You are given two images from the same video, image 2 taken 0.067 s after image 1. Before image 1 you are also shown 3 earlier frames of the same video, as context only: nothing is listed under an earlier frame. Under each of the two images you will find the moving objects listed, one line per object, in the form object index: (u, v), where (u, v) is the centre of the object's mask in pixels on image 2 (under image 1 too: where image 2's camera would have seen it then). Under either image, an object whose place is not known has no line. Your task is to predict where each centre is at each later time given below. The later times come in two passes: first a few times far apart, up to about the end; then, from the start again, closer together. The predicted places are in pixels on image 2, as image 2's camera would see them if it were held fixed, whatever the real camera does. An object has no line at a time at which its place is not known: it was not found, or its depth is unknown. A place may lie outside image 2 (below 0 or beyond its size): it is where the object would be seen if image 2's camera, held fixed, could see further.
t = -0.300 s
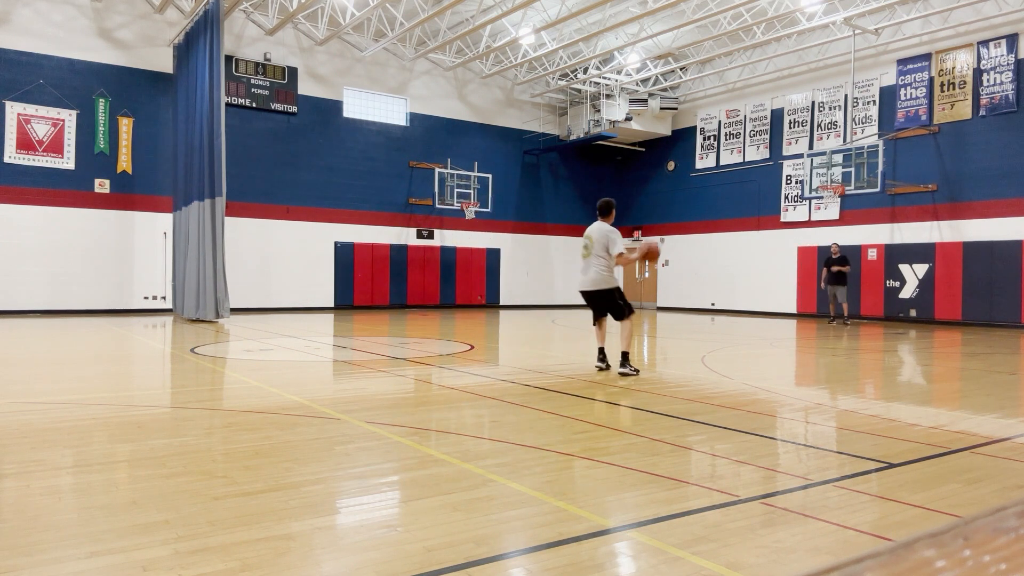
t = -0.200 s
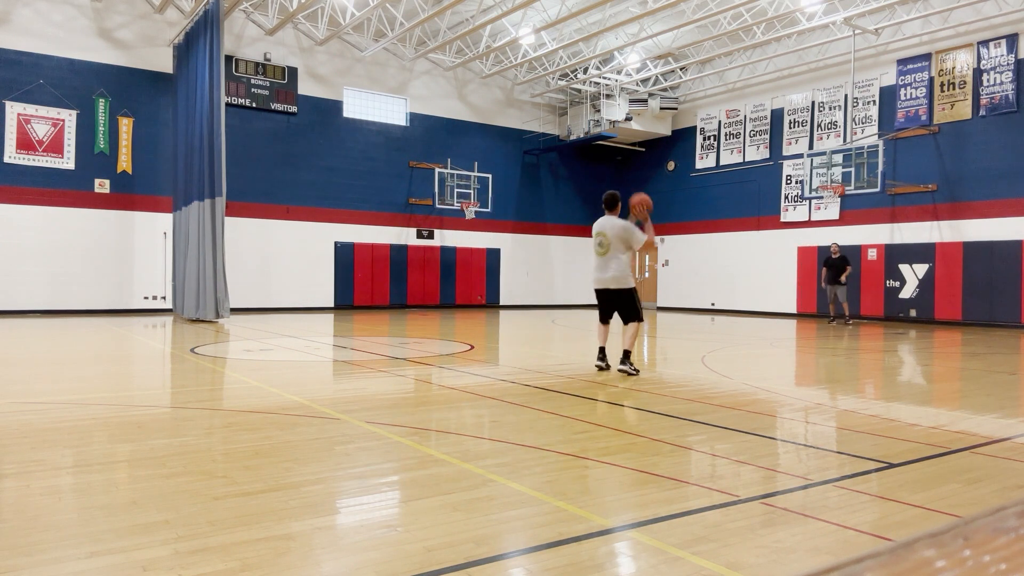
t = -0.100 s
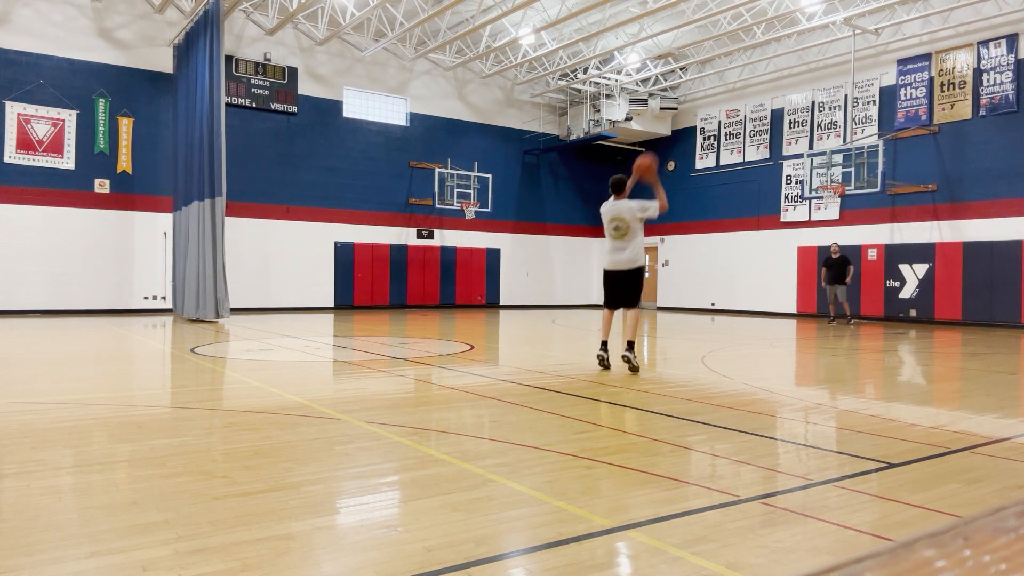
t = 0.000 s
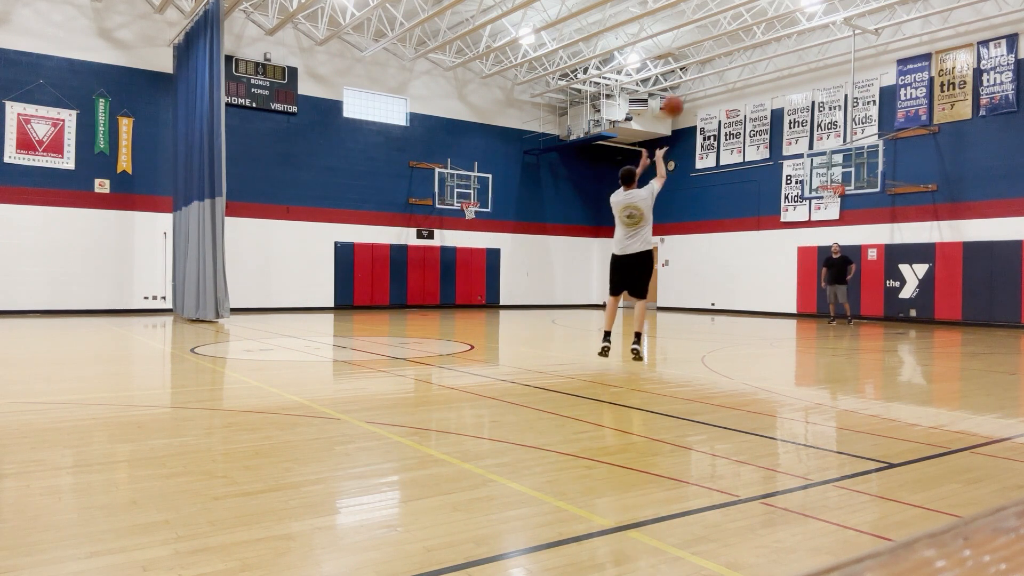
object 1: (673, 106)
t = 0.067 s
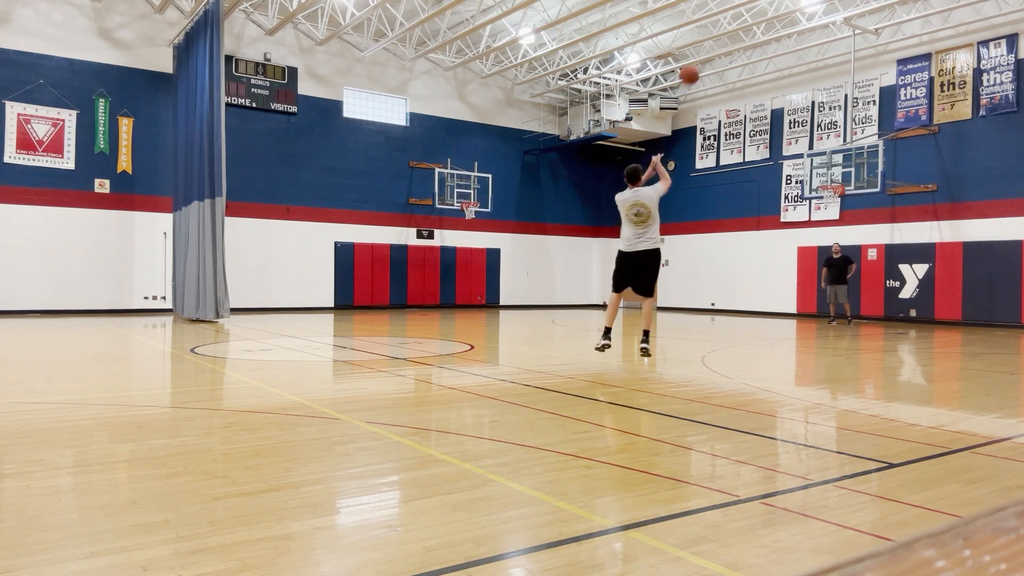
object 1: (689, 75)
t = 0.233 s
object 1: (724, 24)
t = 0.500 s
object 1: (764, 3)
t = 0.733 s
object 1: (790, 18)
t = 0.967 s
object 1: (809, 60)
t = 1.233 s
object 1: (825, 129)
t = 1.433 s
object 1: (832, 190)
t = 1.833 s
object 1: (793, 303)
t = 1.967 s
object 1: (784, 301)
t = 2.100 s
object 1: (774, 276)
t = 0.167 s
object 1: (711, 40)
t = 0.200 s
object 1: (717, 31)
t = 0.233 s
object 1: (724, 24)
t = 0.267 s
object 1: (729, 17)
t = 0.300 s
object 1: (735, 12)
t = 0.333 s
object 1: (741, 8)
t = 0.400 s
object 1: (750, 5)
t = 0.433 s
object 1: (755, 4)
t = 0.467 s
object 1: (760, 3)
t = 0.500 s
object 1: (764, 3)
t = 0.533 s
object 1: (768, 4)
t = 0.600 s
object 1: (776, 5)
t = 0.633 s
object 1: (780, 6)
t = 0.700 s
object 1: (787, 14)
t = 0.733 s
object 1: (790, 18)
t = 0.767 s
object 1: (793, 22)
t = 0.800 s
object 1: (796, 27)
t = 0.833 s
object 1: (799, 33)
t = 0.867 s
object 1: (802, 39)
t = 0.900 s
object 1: (805, 45)
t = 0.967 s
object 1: (809, 60)
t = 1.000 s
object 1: (812, 67)
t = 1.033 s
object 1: (814, 75)
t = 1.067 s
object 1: (816, 83)
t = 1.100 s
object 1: (818, 92)
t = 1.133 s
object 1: (820, 101)
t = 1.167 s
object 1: (822, 109)
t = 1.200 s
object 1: (823, 119)
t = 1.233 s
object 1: (825, 129)
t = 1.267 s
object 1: (827, 139)
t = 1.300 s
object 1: (829, 149)
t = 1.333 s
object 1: (831, 160)
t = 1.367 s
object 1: (832, 169)
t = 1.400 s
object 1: (833, 181)
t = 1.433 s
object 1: (832, 190)
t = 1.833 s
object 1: (793, 303)
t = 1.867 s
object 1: (790, 314)
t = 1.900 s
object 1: (788, 317)
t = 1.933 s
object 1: (786, 308)
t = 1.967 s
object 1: (784, 301)
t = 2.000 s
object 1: (781, 294)
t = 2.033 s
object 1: (779, 287)
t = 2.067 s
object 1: (777, 281)
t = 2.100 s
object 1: (774, 276)
